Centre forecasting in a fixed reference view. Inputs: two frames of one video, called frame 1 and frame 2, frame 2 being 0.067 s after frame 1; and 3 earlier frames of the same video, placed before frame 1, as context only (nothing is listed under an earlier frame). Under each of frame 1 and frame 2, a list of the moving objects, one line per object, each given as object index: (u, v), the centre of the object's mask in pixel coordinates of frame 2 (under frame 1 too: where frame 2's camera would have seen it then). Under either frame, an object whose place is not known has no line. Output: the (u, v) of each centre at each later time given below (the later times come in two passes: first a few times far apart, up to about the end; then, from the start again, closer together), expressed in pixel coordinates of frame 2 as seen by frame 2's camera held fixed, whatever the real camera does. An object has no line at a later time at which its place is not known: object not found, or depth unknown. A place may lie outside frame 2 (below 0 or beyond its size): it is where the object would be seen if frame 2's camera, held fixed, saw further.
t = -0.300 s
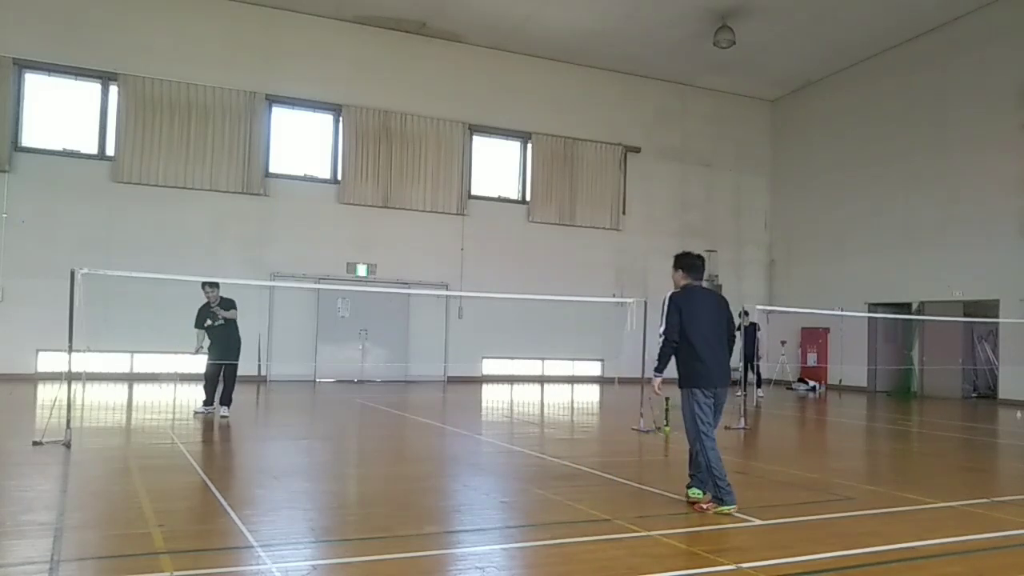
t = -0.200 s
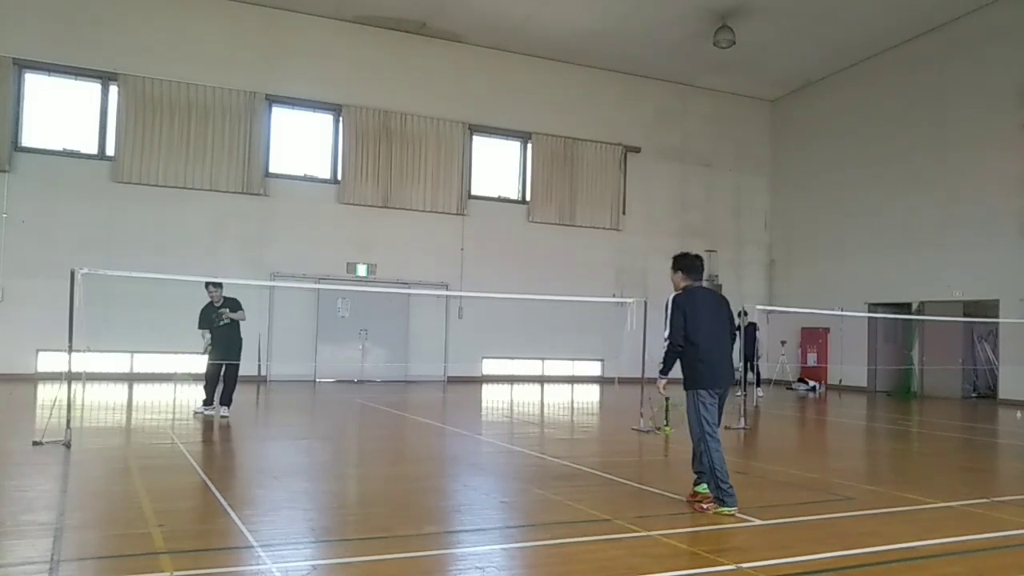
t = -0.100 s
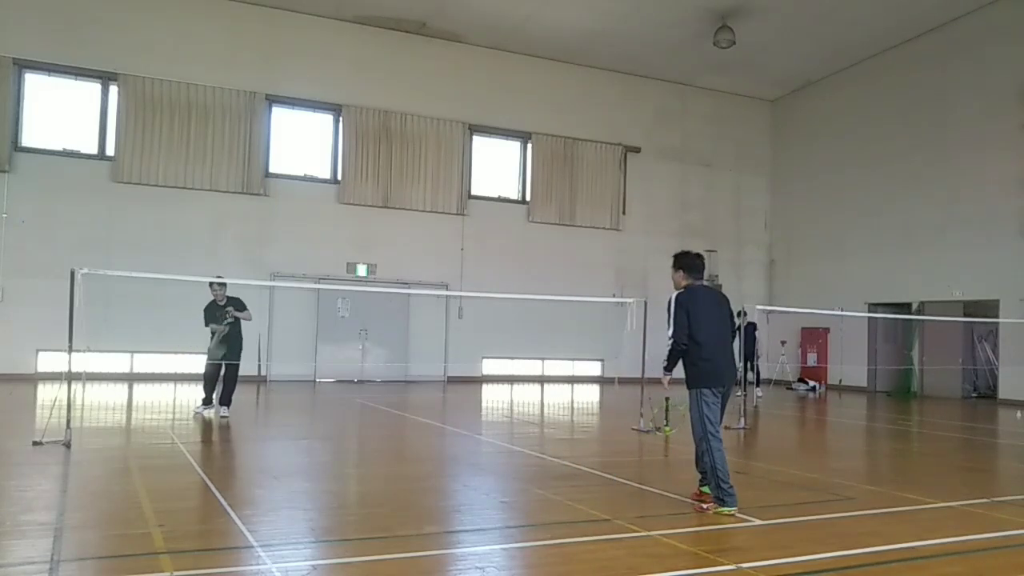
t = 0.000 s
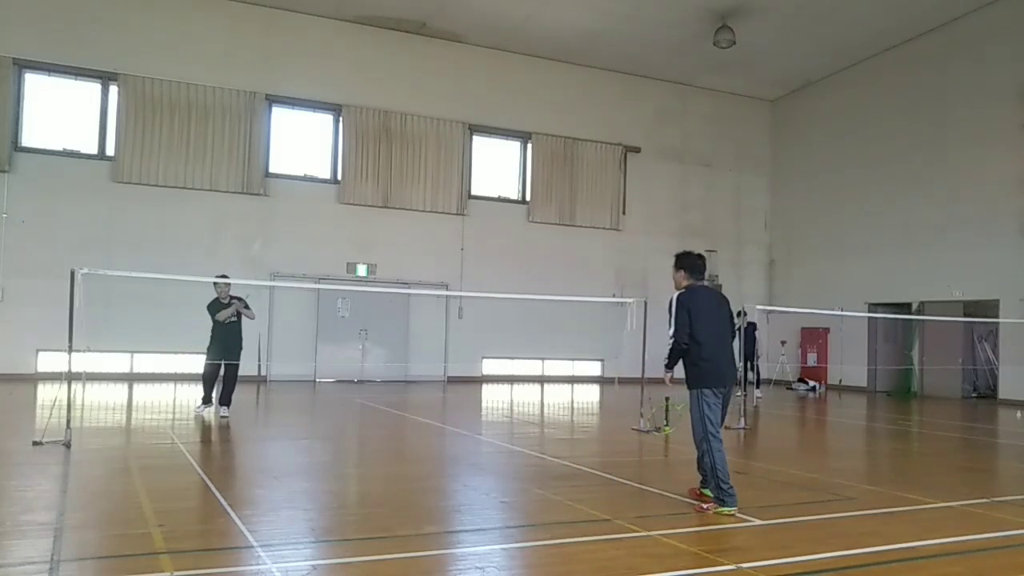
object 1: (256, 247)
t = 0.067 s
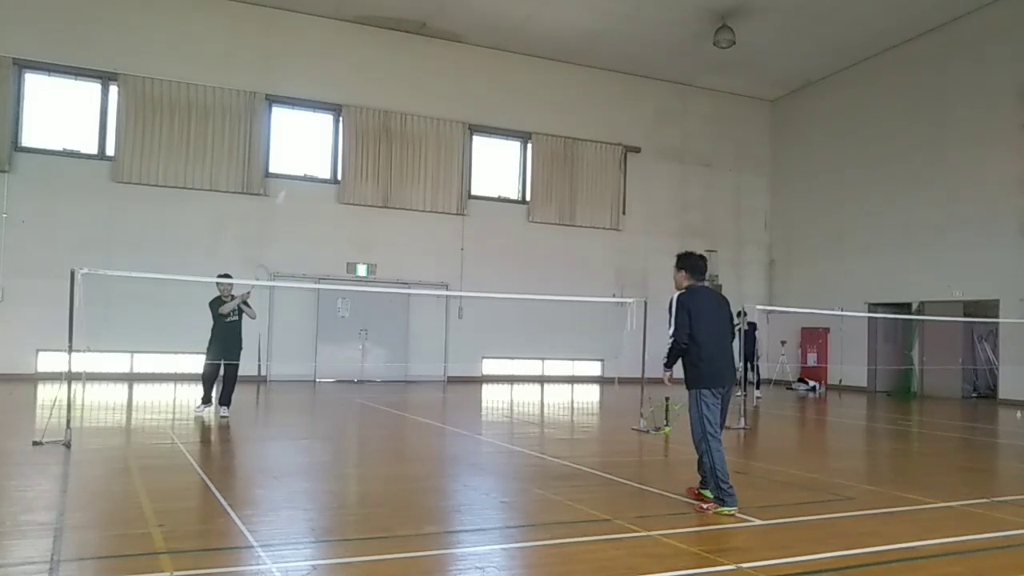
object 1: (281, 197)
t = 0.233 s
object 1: (335, 101)
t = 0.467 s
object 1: (398, 24)
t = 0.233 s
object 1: (335, 101)
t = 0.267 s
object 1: (344, 86)
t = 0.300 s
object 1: (354, 73)
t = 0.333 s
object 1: (363, 61)
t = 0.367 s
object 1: (372, 50)
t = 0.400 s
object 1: (381, 40)
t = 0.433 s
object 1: (390, 31)
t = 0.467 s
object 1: (398, 24)
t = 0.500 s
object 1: (407, 18)
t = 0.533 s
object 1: (415, 13)
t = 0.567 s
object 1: (423, 8)
